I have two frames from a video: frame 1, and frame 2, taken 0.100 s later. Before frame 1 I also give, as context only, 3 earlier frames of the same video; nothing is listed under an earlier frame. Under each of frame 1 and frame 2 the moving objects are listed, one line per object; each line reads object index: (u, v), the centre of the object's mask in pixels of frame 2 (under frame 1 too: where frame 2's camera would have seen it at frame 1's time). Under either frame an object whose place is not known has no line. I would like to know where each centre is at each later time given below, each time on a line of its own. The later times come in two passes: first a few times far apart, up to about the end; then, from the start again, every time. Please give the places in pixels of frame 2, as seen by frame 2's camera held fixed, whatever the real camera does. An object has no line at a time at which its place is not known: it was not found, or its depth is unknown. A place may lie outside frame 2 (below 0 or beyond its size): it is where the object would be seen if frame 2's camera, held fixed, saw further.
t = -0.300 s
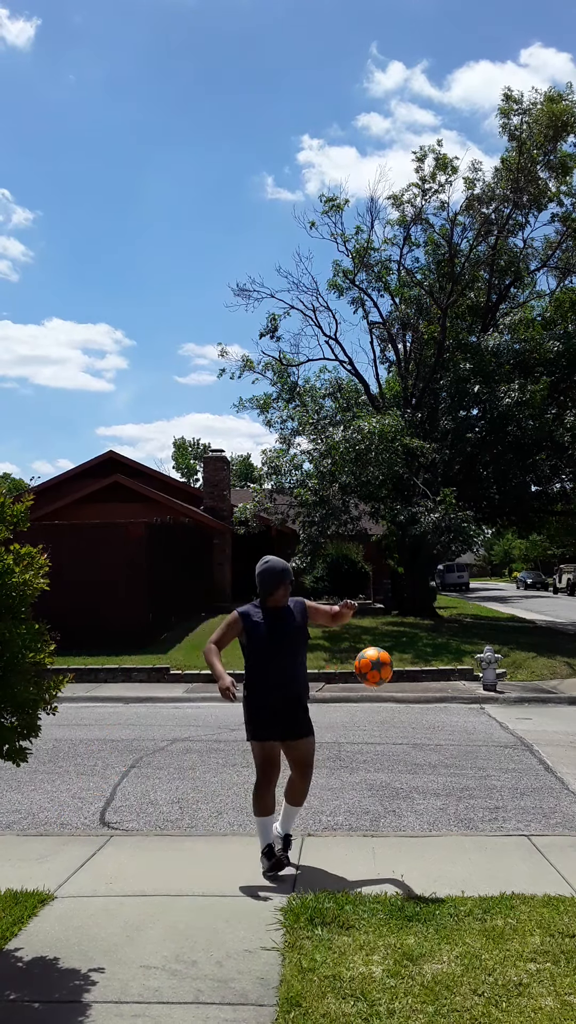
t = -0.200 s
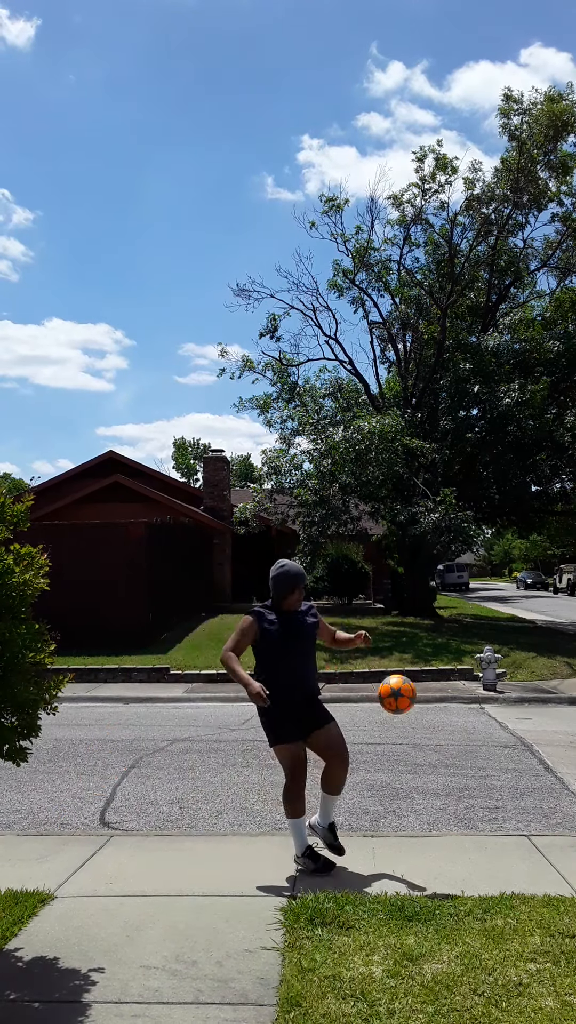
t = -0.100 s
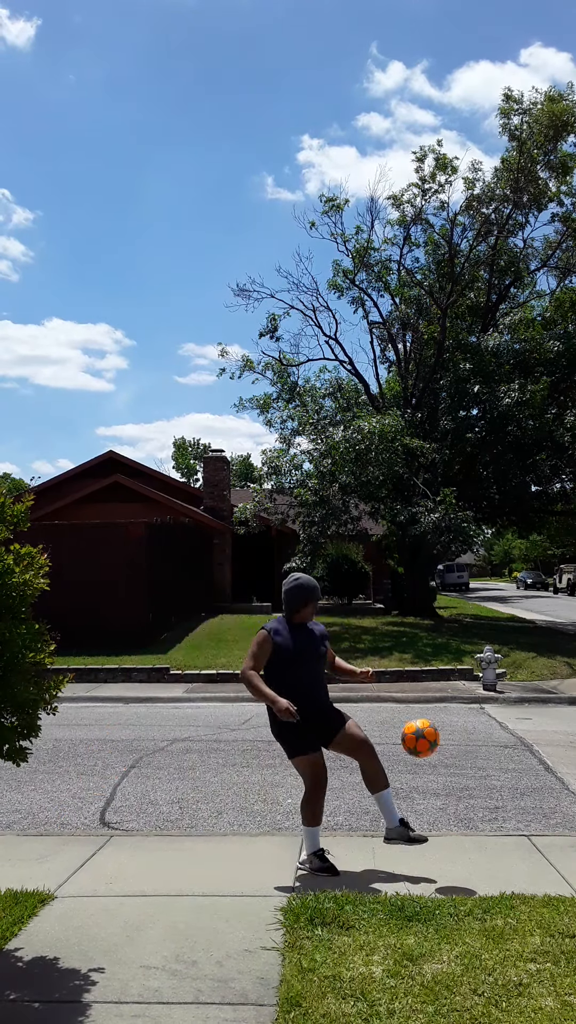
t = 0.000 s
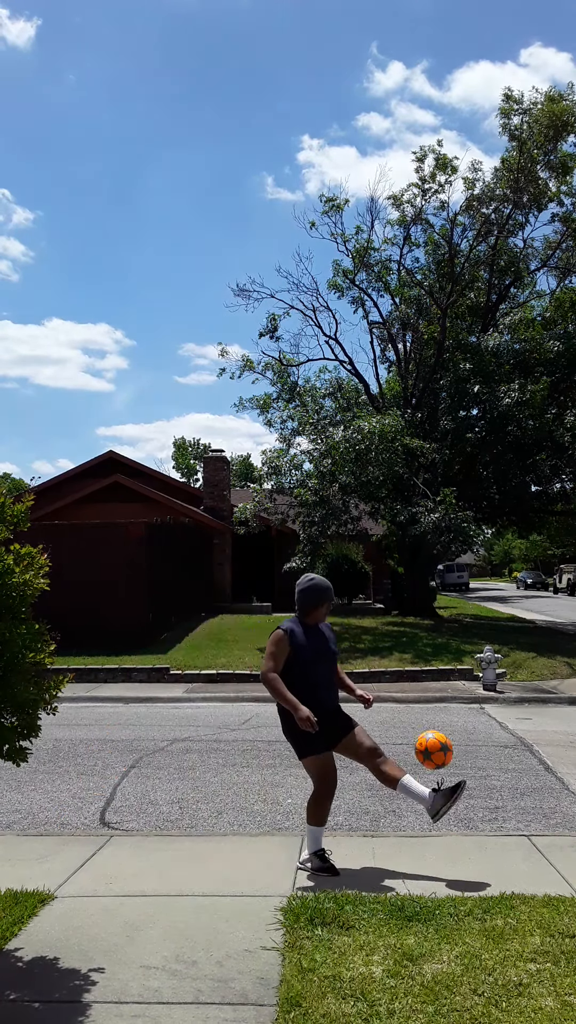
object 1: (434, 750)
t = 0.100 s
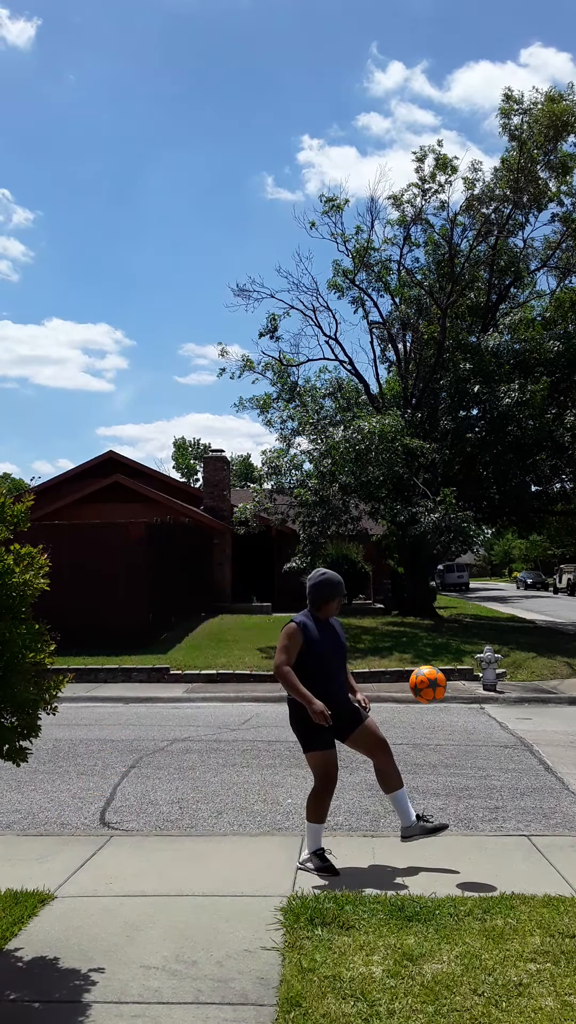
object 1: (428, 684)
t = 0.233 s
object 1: (421, 627)
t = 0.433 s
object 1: (415, 598)
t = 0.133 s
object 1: (426, 667)
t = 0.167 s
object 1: (424, 652)
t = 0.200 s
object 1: (423, 639)
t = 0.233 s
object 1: (421, 627)
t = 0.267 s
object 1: (420, 618)
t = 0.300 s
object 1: (419, 610)
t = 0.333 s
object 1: (418, 604)
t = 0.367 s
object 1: (416, 601)
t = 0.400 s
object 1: (415, 599)
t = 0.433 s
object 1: (415, 598)
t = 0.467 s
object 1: (414, 599)
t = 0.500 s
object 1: (413, 602)
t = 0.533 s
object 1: (411, 607)
